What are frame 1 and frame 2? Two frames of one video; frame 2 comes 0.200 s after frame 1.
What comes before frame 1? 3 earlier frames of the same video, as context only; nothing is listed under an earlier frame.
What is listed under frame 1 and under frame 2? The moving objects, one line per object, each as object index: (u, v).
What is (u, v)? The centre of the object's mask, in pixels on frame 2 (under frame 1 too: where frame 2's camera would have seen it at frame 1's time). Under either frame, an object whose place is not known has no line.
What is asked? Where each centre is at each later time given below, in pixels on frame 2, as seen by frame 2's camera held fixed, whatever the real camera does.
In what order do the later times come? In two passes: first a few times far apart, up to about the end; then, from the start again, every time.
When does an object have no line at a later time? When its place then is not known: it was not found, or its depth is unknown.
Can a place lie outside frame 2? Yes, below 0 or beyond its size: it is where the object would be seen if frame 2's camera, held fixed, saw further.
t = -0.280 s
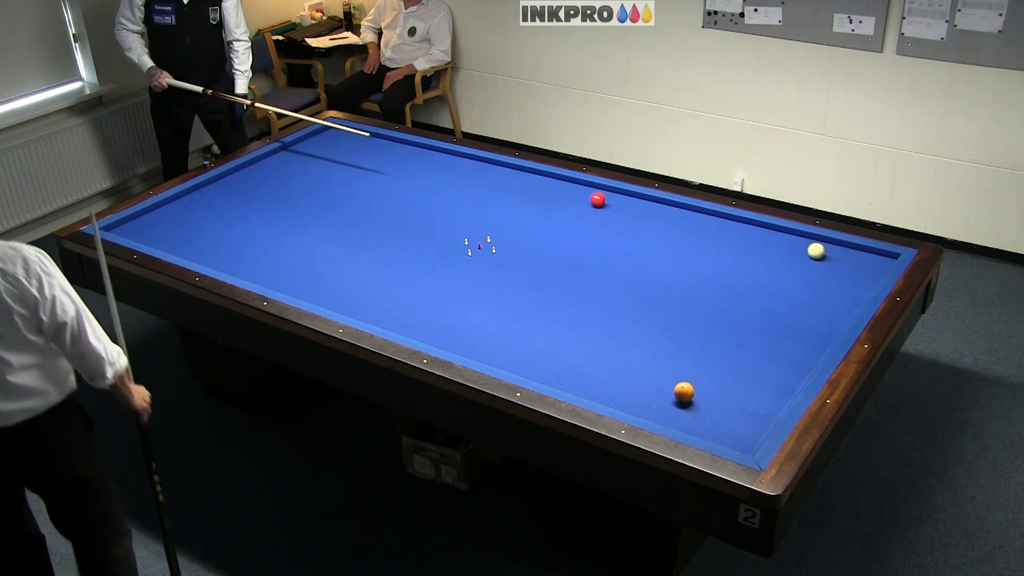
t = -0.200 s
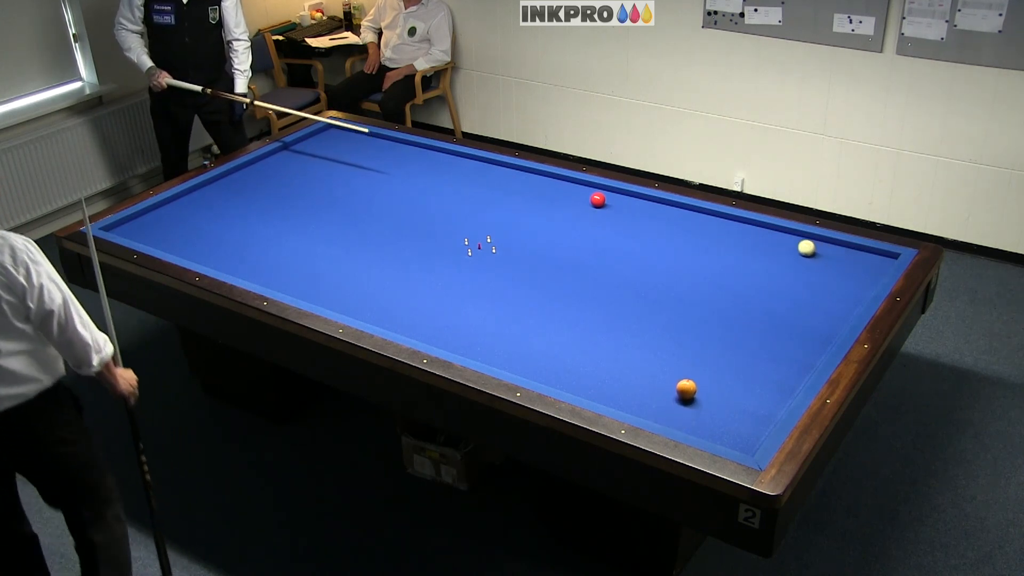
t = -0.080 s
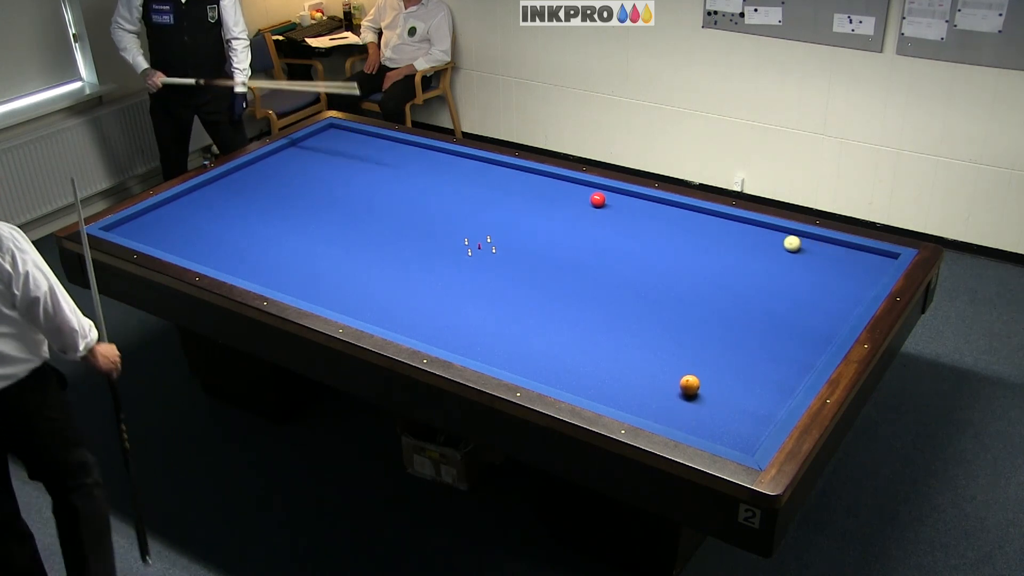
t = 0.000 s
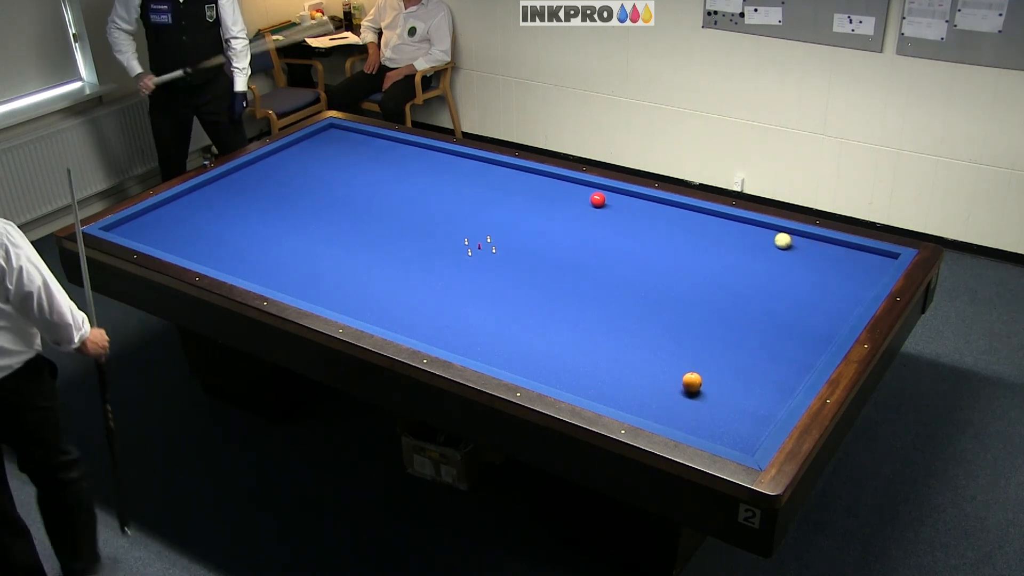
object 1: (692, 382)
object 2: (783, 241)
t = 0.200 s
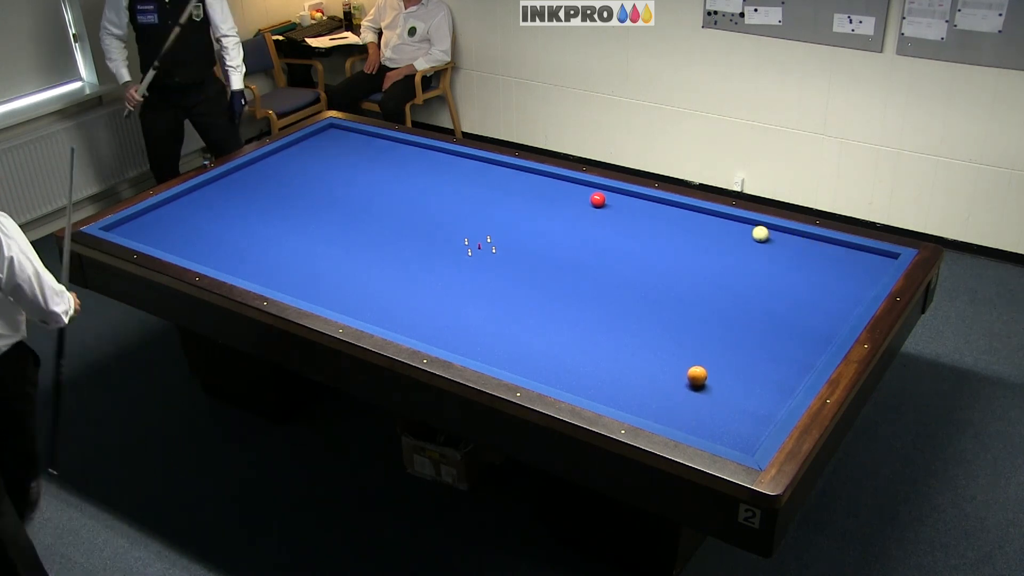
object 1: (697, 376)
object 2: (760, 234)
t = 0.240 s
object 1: (698, 374)
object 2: (756, 232)
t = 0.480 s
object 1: (703, 367)
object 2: (731, 224)
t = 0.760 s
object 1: (709, 360)
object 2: (702, 216)
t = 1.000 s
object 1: (713, 353)
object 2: (680, 209)
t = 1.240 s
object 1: (717, 348)
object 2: (658, 203)
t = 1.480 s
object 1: (721, 343)
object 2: (638, 197)
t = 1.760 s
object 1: (724, 337)
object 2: (614, 192)
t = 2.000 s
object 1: (727, 333)
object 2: (595, 188)
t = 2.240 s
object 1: (729, 330)
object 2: (576, 186)
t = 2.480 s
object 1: (731, 326)
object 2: (559, 183)
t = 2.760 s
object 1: (732, 323)
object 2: (540, 179)
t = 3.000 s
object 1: (733, 320)
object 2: (524, 177)
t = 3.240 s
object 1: (734, 318)
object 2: (509, 174)
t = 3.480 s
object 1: (735, 317)
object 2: (495, 172)
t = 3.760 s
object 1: (735, 315)
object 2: (480, 169)
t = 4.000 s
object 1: (735, 314)
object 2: (468, 167)
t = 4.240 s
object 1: (735, 313)
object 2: (456, 165)
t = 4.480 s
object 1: (735, 313)
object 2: (445, 163)
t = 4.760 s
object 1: (735, 313)
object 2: (433, 161)
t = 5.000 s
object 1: (735, 313)
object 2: (424, 160)
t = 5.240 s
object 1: (735, 312)
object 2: (415, 158)
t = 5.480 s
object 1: (735, 312)
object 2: (407, 157)
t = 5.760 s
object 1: (735, 312)
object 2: (398, 155)
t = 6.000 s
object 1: (735, 312)
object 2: (391, 154)
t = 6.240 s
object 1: (735, 312)
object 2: (385, 153)
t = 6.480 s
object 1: (735, 312)
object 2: (379, 152)
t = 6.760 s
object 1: (735, 312)
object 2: (373, 151)
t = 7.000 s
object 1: (735, 312)
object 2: (369, 151)
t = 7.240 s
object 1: (735, 312)
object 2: (365, 150)
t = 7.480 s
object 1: (735, 312)
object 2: (362, 149)
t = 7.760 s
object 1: (735, 312)
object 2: (358, 149)
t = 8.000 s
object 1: (735, 312)
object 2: (356, 148)
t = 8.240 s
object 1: (735, 312)
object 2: (355, 148)
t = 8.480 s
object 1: (735, 312)
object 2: (354, 147)
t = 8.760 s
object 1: (735, 312)
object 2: (353, 147)
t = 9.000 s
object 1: (735, 312)
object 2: (353, 147)
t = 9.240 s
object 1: (735, 312)
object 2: (353, 147)
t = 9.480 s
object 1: (735, 312)
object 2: (353, 147)
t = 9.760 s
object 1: (735, 312)
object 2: (353, 147)
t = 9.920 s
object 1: (735, 312)
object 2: (353, 147)
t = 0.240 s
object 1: (698, 374)
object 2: (756, 232)
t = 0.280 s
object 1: (699, 373)
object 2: (752, 231)
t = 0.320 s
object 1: (700, 372)
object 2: (747, 230)
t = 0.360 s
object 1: (701, 371)
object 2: (743, 229)
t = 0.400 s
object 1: (702, 370)
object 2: (739, 227)
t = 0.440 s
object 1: (702, 368)
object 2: (735, 226)
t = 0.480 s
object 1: (703, 367)
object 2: (731, 224)
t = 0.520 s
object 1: (704, 366)
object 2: (726, 223)
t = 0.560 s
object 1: (705, 365)
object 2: (722, 222)
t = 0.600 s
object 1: (706, 364)
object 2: (718, 221)
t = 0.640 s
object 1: (707, 363)
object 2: (714, 219)
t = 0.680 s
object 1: (707, 362)
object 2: (710, 218)
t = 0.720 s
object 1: (708, 361)
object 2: (706, 217)
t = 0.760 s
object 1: (709, 360)
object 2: (702, 216)
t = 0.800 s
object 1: (710, 359)
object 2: (699, 215)
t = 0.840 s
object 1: (710, 358)
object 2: (695, 214)
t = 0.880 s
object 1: (711, 356)
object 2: (691, 213)
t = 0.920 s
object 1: (712, 355)
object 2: (687, 211)
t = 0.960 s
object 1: (713, 354)
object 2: (683, 210)
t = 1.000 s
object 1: (713, 353)
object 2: (680, 209)
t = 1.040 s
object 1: (714, 352)
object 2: (676, 208)
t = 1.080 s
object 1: (715, 351)
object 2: (673, 207)
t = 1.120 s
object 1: (715, 350)
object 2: (669, 206)
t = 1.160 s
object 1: (716, 350)
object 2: (665, 205)
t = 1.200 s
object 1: (717, 349)
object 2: (662, 204)
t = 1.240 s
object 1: (717, 348)
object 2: (658, 203)
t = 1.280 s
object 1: (718, 347)
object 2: (655, 201)
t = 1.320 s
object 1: (719, 346)
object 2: (652, 200)
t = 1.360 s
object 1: (719, 345)
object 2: (648, 199)
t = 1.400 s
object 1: (720, 344)
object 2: (645, 198)
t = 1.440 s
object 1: (720, 343)
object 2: (642, 197)
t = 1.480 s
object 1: (721, 343)
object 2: (638, 197)
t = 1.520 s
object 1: (721, 342)
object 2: (634, 196)
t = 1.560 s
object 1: (722, 341)
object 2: (631, 195)
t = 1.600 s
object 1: (722, 340)
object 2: (628, 195)
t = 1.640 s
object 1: (723, 340)
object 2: (624, 194)
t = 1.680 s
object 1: (723, 339)
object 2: (621, 194)
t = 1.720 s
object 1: (724, 338)
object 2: (618, 193)
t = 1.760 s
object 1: (724, 337)
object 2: (614, 192)
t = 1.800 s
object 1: (725, 337)
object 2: (611, 192)
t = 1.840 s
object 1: (725, 336)
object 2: (608, 191)
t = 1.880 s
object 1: (726, 335)
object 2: (605, 190)
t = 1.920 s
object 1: (726, 335)
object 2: (602, 189)
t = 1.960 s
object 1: (727, 334)
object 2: (598, 188)
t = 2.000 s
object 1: (727, 333)
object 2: (595, 188)
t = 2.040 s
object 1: (727, 333)
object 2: (591, 188)
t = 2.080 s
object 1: (728, 332)
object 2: (588, 188)
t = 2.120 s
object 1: (728, 332)
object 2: (585, 187)
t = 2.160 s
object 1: (728, 331)
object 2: (582, 187)
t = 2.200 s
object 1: (729, 330)
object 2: (579, 186)
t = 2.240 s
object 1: (729, 330)
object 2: (576, 186)
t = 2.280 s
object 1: (729, 329)
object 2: (573, 185)
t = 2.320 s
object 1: (730, 328)
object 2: (570, 185)
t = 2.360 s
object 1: (730, 328)
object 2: (567, 184)
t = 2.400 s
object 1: (730, 327)
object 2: (565, 183)
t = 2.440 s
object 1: (730, 327)
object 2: (562, 183)
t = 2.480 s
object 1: (731, 326)
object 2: (559, 183)
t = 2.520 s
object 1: (731, 326)
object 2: (556, 182)
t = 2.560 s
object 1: (731, 325)
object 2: (553, 182)
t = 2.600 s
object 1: (731, 325)
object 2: (551, 181)
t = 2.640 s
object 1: (732, 324)
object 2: (548, 181)
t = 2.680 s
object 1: (732, 324)
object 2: (545, 180)
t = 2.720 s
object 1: (732, 323)
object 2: (542, 180)
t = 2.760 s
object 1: (732, 323)
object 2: (540, 179)
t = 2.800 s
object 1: (732, 322)
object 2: (537, 179)
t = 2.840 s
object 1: (733, 322)
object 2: (534, 178)
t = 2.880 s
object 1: (733, 322)
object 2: (532, 178)
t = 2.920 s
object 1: (733, 321)
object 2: (529, 178)
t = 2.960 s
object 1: (733, 321)
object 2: (526, 177)
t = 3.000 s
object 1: (733, 320)
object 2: (524, 177)
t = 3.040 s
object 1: (733, 320)
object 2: (522, 176)
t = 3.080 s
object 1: (733, 320)
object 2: (519, 176)
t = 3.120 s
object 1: (734, 319)
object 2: (516, 176)
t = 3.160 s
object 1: (734, 319)
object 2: (514, 175)
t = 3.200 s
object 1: (734, 319)
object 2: (511, 175)
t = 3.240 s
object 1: (734, 318)
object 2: (509, 174)
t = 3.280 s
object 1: (734, 318)
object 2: (507, 174)
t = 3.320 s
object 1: (734, 318)
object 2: (504, 173)
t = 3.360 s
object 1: (734, 317)
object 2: (502, 173)
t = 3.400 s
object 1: (734, 317)
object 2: (500, 172)
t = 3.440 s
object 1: (734, 317)
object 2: (497, 172)
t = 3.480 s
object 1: (735, 317)
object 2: (495, 172)
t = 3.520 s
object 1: (735, 316)
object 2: (493, 171)
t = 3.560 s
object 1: (735, 316)
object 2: (491, 171)
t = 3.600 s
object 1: (735, 316)
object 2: (488, 170)
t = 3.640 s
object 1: (735, 315)
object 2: (486, 170)
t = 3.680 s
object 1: (735, 315)
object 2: (484, 170)
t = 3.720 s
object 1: (735, 315)
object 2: (482, 169)
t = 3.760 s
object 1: (735, 315)
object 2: (480, 169)
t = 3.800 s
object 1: (735, 315)
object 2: (478, 169)
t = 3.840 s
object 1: (735, 314)
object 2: (476, 168)
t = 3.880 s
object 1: (735, 314)
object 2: (474, 168)
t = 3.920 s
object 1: (735, 314)
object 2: (472, 167)
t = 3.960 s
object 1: (735, 314)
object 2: (469, 167)
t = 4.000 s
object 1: (735, 314)
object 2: (468, 167)
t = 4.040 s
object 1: (735, 314)
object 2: (466, 167)
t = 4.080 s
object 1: (735, 314)
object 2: (463, 166)
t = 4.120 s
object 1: (735, 313)
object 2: (462, 166)
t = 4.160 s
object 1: (735, 313)
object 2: (460, 166)
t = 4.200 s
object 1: (735, 313)
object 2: (458, 165)
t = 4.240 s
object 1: (735, 313)
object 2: (456, 165)
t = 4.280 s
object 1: (735, 313)
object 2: (454, 165)
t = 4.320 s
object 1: (735, 313)
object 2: (452, 164)
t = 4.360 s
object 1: (735, 313)
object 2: (450, 164)
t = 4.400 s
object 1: (735, 313)
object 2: (449, 164)
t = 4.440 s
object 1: (735, 313)
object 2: (447, 163)
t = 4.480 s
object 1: (735, 313)
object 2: (445, 163)
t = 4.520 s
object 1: (735, 313)
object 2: (443, 163)
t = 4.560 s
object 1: (735, 313)
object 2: (442, 162)
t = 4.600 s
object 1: (735, 312)
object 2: (440, 162)
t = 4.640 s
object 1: (735, 313)
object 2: (438, 162)
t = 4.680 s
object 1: (735, 312)
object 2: (437, 162)
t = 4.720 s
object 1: (735, 313)
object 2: (435, 161)
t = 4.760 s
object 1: (735, 313)
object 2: (433, 161)
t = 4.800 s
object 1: (735, 313)
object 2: (432, 161)
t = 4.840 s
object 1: (735, 313)
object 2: (430, 161)
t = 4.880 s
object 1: (735, 313)
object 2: (429, 160)
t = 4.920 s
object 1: (735, 313)
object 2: (427, 160)
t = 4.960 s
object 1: (735, 313)
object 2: (425, 160)
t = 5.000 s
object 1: (735, 313)
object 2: (424, 160)
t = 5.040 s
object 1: (735, 313)
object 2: (422, 159)
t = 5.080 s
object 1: (735, 312)
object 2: (421, 159)
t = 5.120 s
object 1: (735, 312)
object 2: (419, 159)
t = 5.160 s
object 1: (735, 313)
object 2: (418, 159)
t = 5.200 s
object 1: (735, 312)
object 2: (417, 158)
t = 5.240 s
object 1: (735, 312)
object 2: (415, 158)
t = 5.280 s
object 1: (735, 312)
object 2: (414, 158)
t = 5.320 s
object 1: (735, 312)
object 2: (412, 158)
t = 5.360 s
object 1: (735, 312)
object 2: (411, 157)
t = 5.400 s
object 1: (735, 312)
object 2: (409, 157)
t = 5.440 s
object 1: (735, 312)
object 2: (408, 157)
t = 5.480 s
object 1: (735, 312)
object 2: (407, 157)
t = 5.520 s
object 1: (735, 312)
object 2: (406, 156)
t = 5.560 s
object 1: (735, 312)
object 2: (404, 156)
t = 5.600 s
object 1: (735, 312)
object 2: (403, 156)
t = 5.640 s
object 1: (735, 312)
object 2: (402, 156)
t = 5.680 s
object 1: (735, 312)
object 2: (401, 156)
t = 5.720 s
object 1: (735, 312)
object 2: (399, 155)
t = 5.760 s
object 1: (735, 312)
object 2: (398, 155)
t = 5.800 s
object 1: (735, 312)
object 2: (397, 155)
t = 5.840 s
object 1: (735, 312)
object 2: (396, 155)
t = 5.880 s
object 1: (735, 312)
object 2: (395, 155)
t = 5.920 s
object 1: (735, 312)
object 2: (394, 154)
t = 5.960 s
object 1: (735, 312)
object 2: (392, 154)
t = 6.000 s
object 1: (735, 312)
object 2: (391, 154)
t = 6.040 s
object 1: (735, 312)
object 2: (390, 154)
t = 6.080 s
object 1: (735, 312)
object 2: (389, 154)
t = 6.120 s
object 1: (735, 312)
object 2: (388, 154)
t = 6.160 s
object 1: (735, 312)
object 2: (387, 154)
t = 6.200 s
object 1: (735, 312)
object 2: (386, 153)
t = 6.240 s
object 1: (735, 312)
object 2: (385, 153)
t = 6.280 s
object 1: (735, 312)
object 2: (384, 153)
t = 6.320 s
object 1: (735, 312)
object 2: (383, 153)
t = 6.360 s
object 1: (735, 312)
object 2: (382, 153)
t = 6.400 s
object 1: (735, 312)
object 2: (381, 152)
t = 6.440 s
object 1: (735, 312)
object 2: (380, 152)
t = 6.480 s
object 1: (735, 312)
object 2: (379, 152)
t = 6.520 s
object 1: (735, 312)
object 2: (379, 152)
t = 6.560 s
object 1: (735, 312)
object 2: (378, 152)
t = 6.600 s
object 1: (735, 312)
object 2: (377, 152)
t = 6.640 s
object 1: (735, 312)
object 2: (376, 151)
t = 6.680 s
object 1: (735, 312)
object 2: (375, 151)
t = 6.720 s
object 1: (735, 312)
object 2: (374, 151)
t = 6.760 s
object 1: (735, 312)
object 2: (373, 151)
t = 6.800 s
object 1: (735, 312)
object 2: (373, 151)
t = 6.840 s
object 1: (735, 312)
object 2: (372, 151)
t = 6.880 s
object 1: (735, 312)
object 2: (371, 151)
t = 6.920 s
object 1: (735, 312)
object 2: (370, 151)
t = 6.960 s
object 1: (735, 312)
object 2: (370, 151)
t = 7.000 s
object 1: (735, 312)
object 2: (369, 151)
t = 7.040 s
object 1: (735, 312)
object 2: (368, 150)
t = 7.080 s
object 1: (735, 312)
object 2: (368, 150)
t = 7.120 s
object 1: (735, 312)
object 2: (367, 150)
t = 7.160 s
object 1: (735, 312)
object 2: (366, 150)
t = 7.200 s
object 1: (735, 312)
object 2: (366, 150)
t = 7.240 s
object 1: (735, 312)
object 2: (365, 150)
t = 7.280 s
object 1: (735, 312)
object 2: (365, 150)
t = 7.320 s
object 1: (735, 312)
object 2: (364, 150)
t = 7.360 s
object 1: (735, 312)
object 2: (363, 149)
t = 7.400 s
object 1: (735, 312)
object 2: (363, 149)
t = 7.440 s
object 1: (735, 312)
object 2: (362, 149)
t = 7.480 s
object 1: (735, 312)
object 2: (362, 149)
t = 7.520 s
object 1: (735, 312)
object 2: (361, 149)
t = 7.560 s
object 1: (735, 312)
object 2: (361, 149)
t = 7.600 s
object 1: (735, 312)
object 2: (360, 149)
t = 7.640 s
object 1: (735, 312)
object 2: (360, 149)
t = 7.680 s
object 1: (735, 312)
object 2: (359, 149)
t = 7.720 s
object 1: (735, 312)
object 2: (359, 149)
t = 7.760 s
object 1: (735, 312)
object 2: (358, 149)
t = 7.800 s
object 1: (735, 312)
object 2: (358, 149)
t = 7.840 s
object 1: (735, 312)
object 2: (358, 148)
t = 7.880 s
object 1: (735, 312)
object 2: (357, 148)
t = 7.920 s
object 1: (735, 312)
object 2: (357, 148)
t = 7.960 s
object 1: (735, 312)
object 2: (357, 148)
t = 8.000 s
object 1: (735, 312)
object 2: (356, 148)
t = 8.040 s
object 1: (735, 312)
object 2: (356, 148)
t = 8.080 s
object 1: (735, 312)
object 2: (356, 148)
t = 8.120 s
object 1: (735, 312)
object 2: (356, 148)
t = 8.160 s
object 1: (735, 312)
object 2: (355, 148)
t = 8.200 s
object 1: (735, 312)
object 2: (355, 148)
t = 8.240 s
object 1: (735, 312)
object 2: (355, 148)
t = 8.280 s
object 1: (735, 312)
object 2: (355, 148)
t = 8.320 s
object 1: (735, 312)
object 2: (354, 148)
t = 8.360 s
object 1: (735, 312)
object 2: (354, 148)
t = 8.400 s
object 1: (735, 312)
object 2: (354, 147)
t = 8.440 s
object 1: (735, 312)
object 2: (354, 147)
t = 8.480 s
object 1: (735, 312)
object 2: (354, 147)
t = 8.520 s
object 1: (735, 312)
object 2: (354, 147)
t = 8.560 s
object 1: (735, 312)
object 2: (353, 147)
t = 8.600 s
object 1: (735, 312)
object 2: (353, 147)
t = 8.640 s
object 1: (735, 312)
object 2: (353, 147)
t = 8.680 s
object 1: (735, 312)
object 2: (353, 147)
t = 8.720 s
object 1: (735, 312)
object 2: (353, 147)
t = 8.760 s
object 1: (735, 312)
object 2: (353, 147)
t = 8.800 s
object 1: (735, 312)
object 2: (353, 147)
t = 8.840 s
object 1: (735, 312)
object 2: (353, 147)
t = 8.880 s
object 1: (735, 312)
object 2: (353, 147)
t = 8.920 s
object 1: (735, 312)
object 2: (353, 147)
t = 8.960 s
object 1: (735, 312)
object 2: (353, 147)
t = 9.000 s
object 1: (735, 312)
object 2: (353, 147)
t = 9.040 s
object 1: (735, 312)
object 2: (353, 147)
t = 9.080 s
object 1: (735, 312)
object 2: (353, 147)
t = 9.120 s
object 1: (735, 312)
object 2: (353, 147)
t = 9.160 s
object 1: (735, 312)
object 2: (353, 147)
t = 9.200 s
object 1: (735, 312)
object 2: (353, 147)
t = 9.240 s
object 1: (735, 312)
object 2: (353, 147)
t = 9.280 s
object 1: (735, 312)
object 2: (353, 147)
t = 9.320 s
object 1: (735, 312)
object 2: (353, 147)
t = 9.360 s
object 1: (735, 312)
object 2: (353, 147)
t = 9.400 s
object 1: (735, 312)
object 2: (353, 147)
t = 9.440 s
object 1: (735, 312)
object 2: (353, 147)
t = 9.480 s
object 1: (735, 312)
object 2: (353, 147)
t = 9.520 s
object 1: (735, 312)
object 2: (353, 147)
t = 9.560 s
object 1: (735, 312)
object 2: (353, 147)
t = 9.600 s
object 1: (735, 312)
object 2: (353, 147)
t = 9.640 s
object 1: (735, 312)
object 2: (353, 147)
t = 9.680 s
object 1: (735, 312)
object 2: (353, 147)
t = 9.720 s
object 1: (735, 312)
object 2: (353, 147)
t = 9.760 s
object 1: (735, 312)
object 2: (353, 147)
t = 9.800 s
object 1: (735, 312)
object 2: (353, 147)
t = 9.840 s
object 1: (735, 312)
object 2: (353, 147)
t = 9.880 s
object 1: (735, 312)
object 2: (353, 147)
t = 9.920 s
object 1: (735, 312)
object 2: (353, 147)
